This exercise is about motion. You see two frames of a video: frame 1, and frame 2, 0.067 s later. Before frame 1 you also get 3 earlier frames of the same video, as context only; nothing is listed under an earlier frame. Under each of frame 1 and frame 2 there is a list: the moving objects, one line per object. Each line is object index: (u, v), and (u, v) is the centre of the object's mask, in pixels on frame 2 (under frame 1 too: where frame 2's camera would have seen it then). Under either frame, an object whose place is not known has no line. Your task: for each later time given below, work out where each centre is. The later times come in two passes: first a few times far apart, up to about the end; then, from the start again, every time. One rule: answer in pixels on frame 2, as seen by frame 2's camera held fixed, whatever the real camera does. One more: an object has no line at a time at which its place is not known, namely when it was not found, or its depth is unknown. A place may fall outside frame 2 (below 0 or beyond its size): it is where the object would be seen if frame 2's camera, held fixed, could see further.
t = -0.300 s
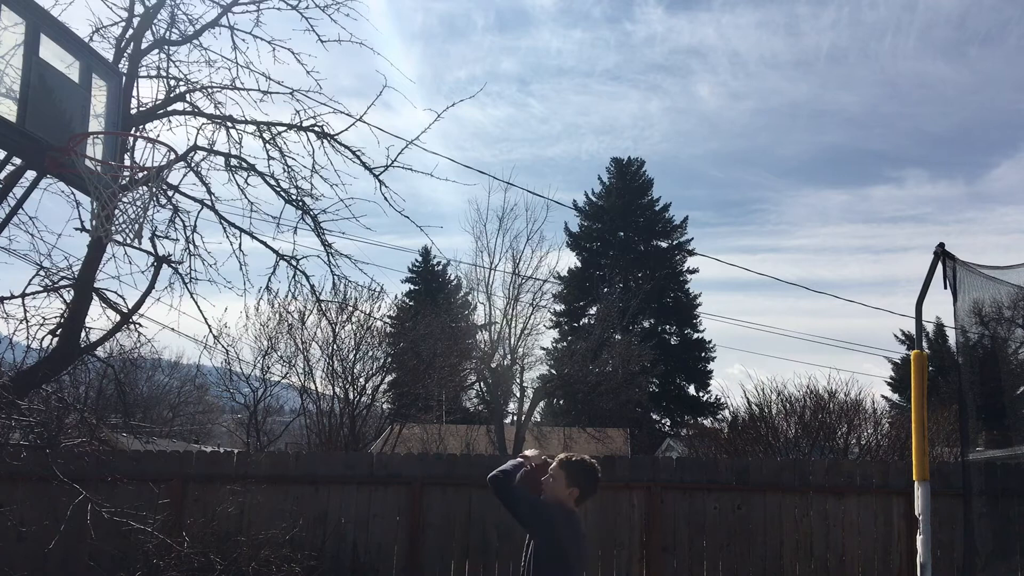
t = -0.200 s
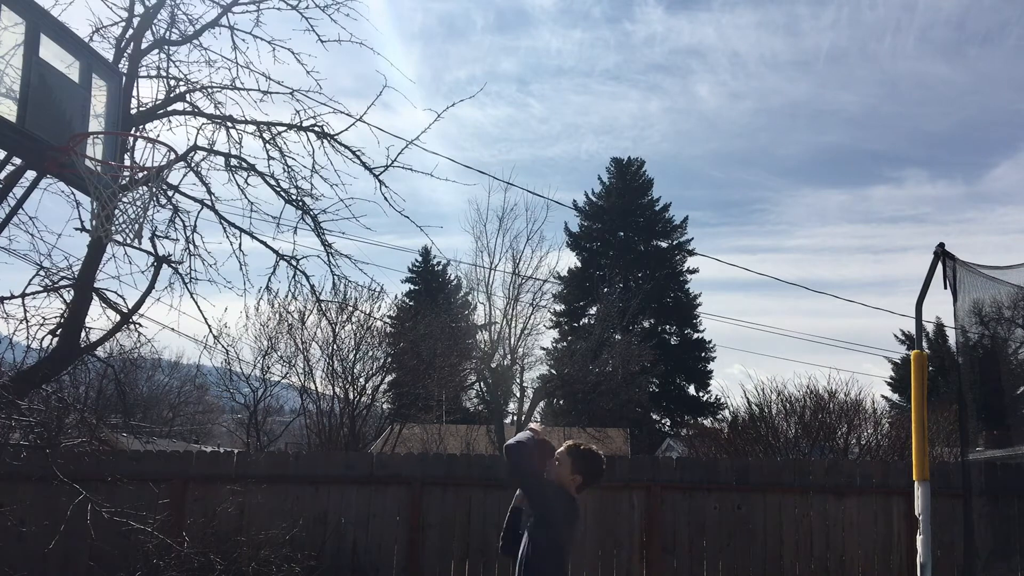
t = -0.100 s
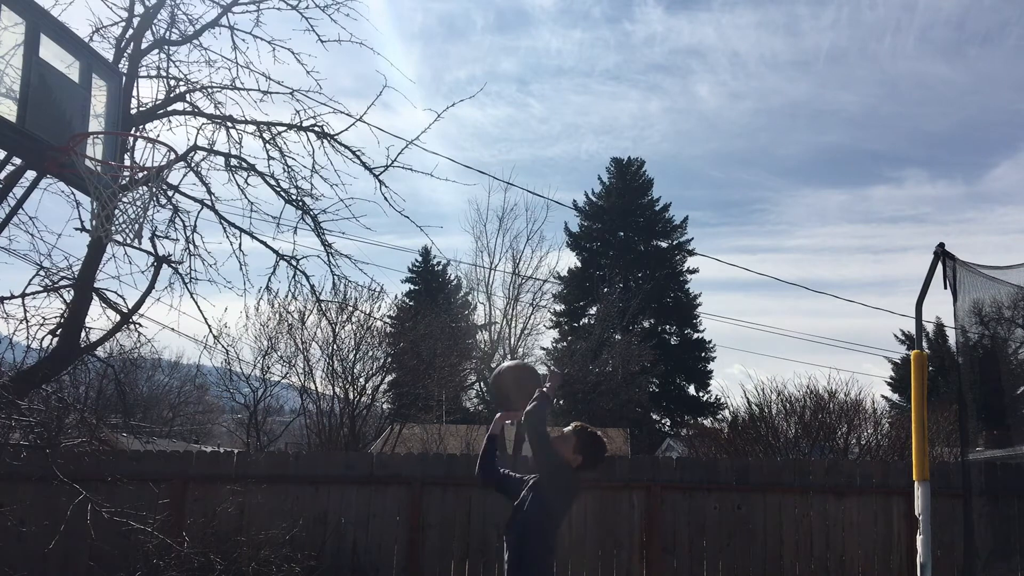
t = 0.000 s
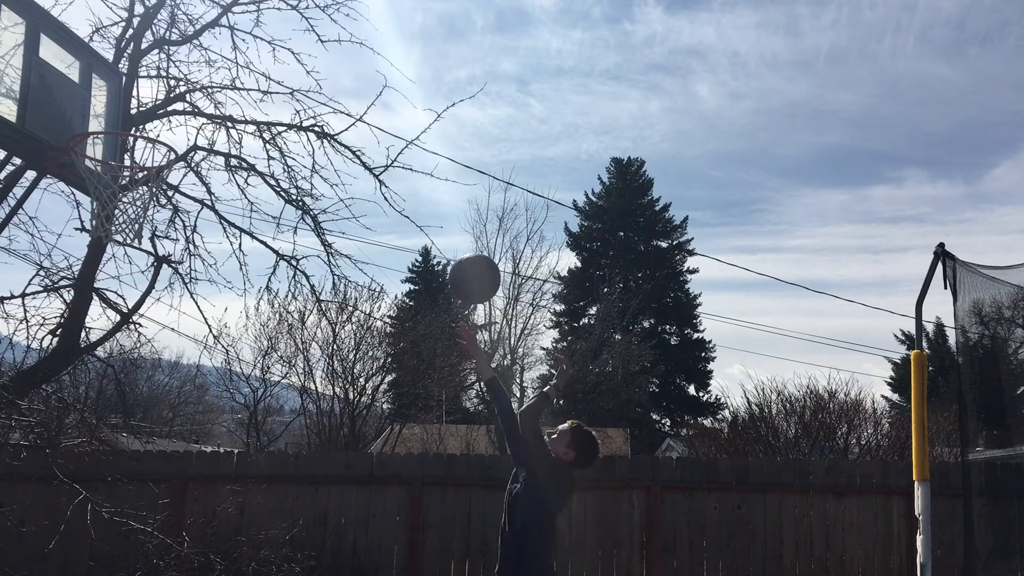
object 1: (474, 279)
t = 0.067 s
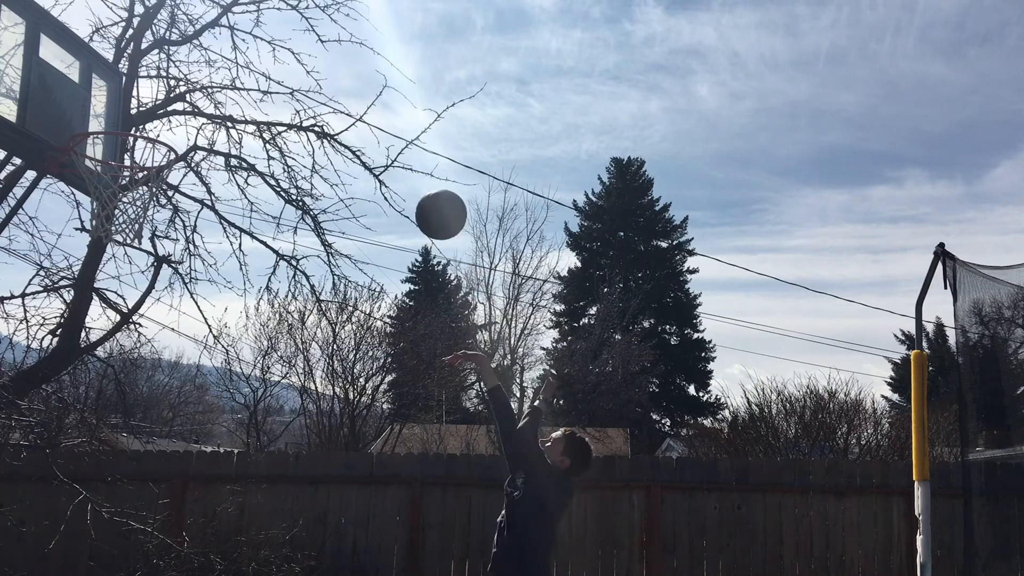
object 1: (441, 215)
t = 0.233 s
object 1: (358, 99)
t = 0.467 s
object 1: (240, 30)
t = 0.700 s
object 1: (116, 64)
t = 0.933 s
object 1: (112, 177)
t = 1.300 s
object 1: (171, 543)
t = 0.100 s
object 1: (424, 187)
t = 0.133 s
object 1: (408, 161)
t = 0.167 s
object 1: (391, 138)
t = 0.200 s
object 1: (374, 117)
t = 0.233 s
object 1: (358, 99)
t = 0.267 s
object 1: (341, 82)
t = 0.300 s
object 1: (325, 68)
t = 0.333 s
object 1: (308, 56)
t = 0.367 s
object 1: (291, 47)
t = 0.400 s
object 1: (275, 39)
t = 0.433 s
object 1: (257, 34)
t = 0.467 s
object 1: (240, 30)
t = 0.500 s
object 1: (223, 29)
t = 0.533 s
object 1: (206, 29)
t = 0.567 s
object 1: (189, 32)
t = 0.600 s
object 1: (171, 37)
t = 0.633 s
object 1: (152, 44)
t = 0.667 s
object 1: (135, 52)
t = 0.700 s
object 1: (116, 64)
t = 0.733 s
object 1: (98, 78)
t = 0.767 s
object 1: (76, 93)
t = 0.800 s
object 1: (80, 106)
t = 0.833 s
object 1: (88, 120)
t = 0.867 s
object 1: (96, 136)
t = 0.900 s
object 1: (104, 155)
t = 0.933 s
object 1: (112, 177)
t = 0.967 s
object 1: (120, 200)
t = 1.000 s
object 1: (126, 222)
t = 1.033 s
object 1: (132, 246)
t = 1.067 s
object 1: (137, 273)
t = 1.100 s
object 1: (143, 302)
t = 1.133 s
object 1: (147, 334)
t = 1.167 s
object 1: (152, 370)
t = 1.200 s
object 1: (157, 408)
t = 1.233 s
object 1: (162, 451)
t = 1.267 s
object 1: (165, 493)
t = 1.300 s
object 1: (171, 543)
